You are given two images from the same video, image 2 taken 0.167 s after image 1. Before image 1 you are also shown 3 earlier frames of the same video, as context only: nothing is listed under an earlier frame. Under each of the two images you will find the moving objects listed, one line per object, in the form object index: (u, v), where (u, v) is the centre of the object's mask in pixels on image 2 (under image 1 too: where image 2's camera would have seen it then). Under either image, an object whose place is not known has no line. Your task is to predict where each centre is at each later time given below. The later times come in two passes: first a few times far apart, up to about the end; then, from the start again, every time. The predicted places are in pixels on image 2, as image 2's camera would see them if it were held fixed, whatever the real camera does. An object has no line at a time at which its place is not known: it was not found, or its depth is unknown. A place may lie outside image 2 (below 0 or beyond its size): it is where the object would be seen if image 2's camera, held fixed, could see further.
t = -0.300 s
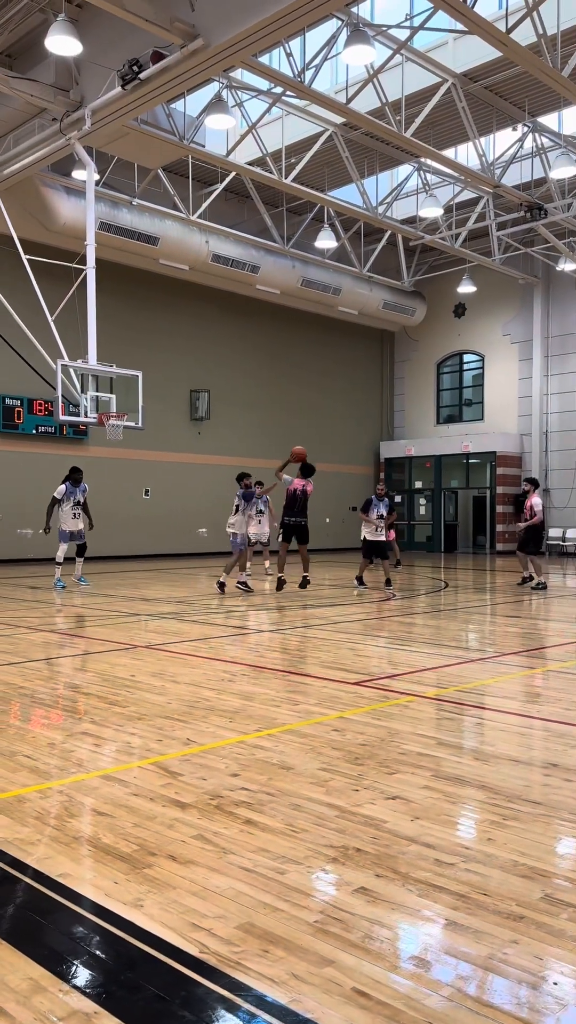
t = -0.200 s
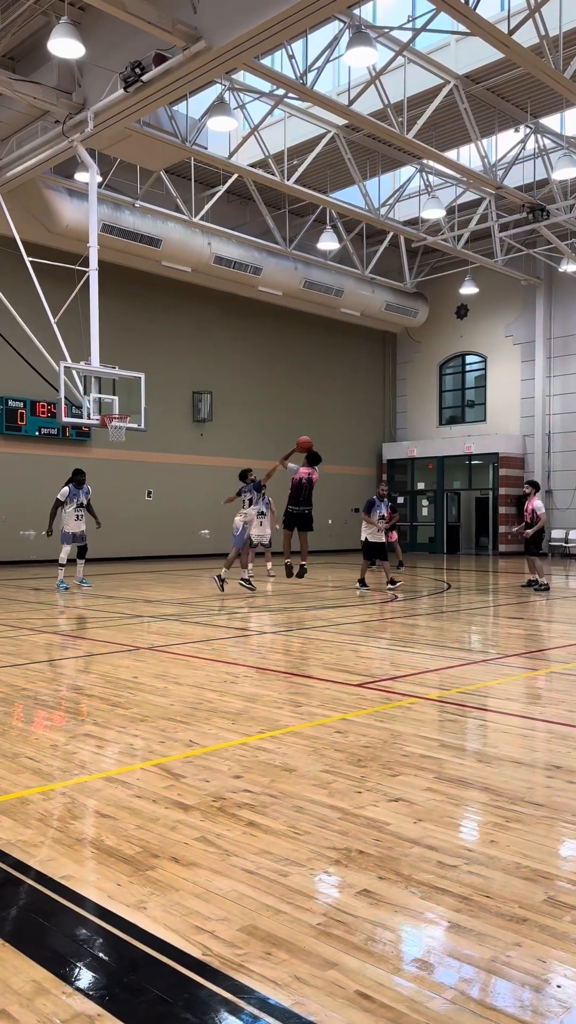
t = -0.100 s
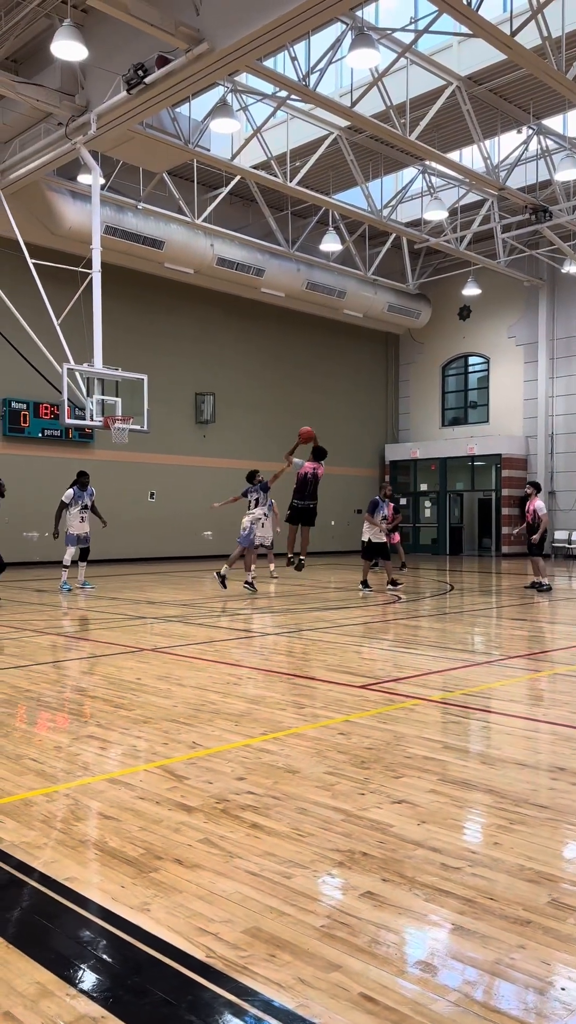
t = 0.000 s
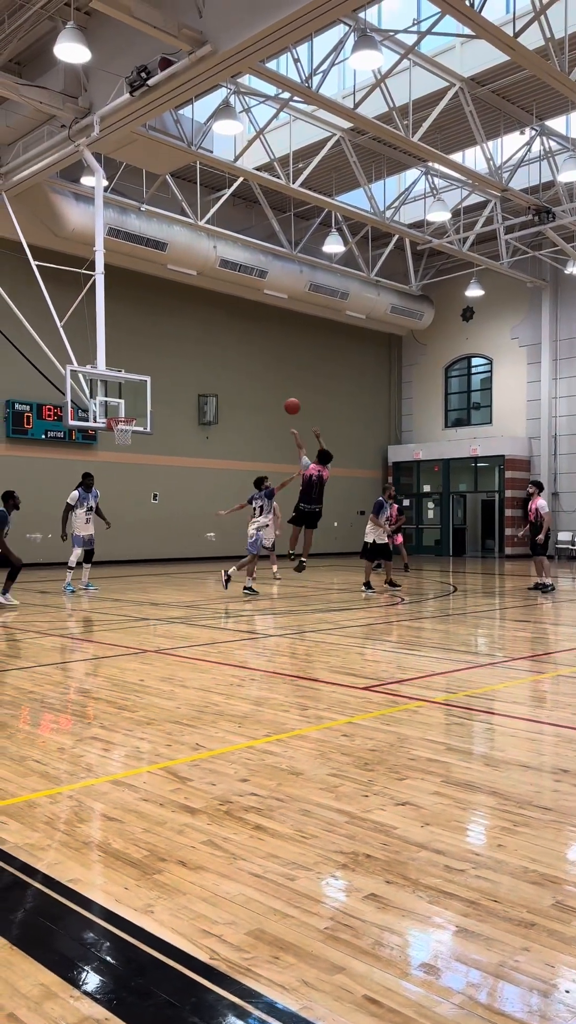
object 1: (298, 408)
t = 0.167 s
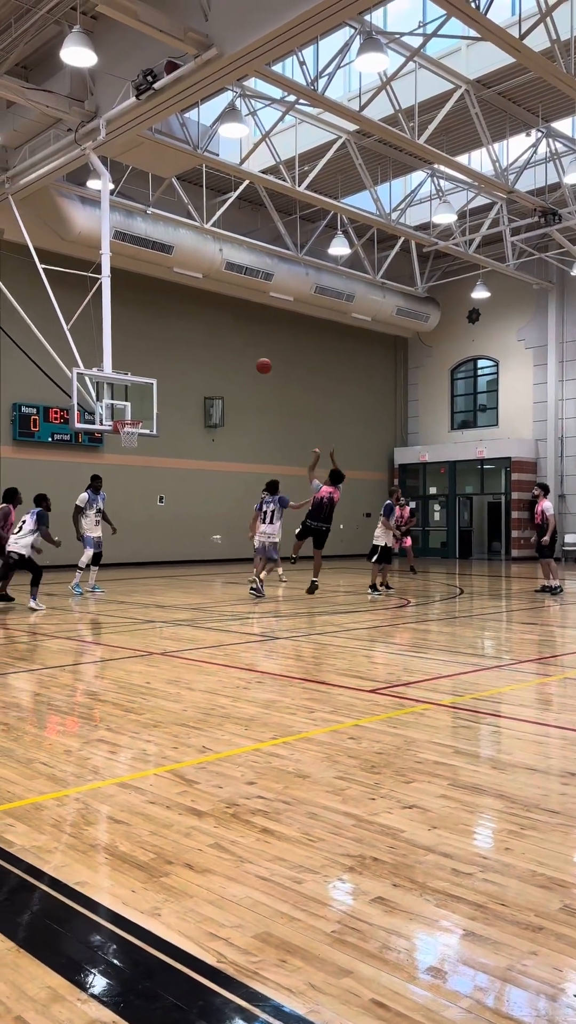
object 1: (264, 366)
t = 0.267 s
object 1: (244, 350)
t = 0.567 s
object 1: (192, 344)
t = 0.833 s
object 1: (153, 380)
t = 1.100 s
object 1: (122, 437)
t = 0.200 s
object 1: (257, 360)
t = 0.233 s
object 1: (250, 355)
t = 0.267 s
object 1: (244, 350)
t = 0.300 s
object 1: (238, 347)
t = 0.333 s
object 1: (232, 344)
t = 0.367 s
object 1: (226, 342)
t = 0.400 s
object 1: (220, 341)
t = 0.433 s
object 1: (214, 340)
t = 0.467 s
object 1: (209, 340)
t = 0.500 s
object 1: (203, 341)
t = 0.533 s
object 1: (198, 342)
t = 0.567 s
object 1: (192, 344)
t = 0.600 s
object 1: (187, 347)
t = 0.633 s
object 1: (182, 350)
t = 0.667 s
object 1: (177, 354)
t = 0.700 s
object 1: (172, 358)
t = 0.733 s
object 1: (167, 363)
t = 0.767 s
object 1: (162, 368)
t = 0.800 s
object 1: (158, 374)
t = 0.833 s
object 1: (153, 380)
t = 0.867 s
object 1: (149, 387)
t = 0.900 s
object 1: (144, 394)
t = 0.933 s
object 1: (140, 402)
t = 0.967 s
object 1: (135, 410)
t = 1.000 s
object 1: (131, 417)
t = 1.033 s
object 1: (130, 427)
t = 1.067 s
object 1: (123, 433)
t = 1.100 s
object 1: (122, 437)
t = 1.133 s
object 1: (123, 436)
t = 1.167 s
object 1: (124, 437)
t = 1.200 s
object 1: (125, 440)
